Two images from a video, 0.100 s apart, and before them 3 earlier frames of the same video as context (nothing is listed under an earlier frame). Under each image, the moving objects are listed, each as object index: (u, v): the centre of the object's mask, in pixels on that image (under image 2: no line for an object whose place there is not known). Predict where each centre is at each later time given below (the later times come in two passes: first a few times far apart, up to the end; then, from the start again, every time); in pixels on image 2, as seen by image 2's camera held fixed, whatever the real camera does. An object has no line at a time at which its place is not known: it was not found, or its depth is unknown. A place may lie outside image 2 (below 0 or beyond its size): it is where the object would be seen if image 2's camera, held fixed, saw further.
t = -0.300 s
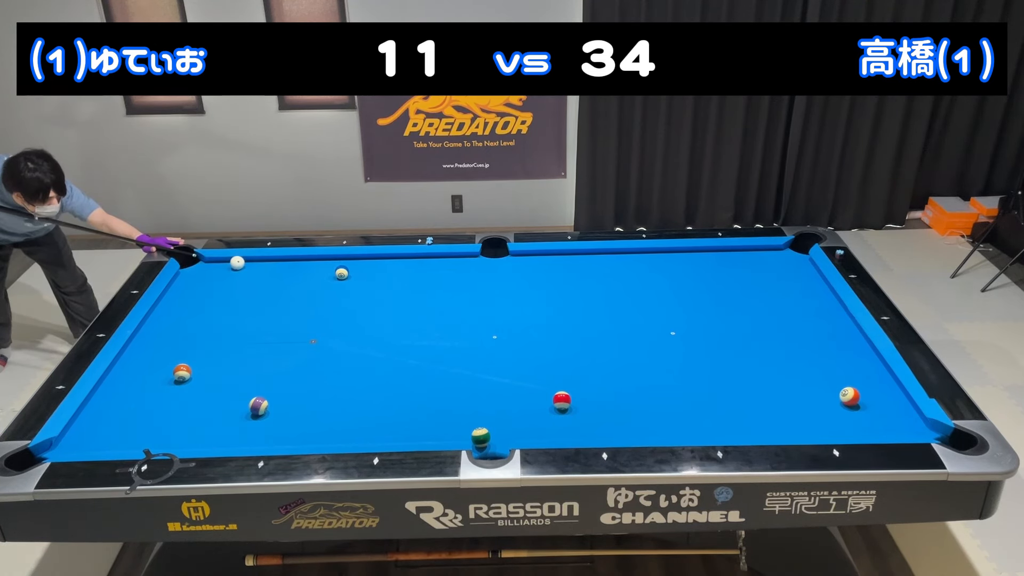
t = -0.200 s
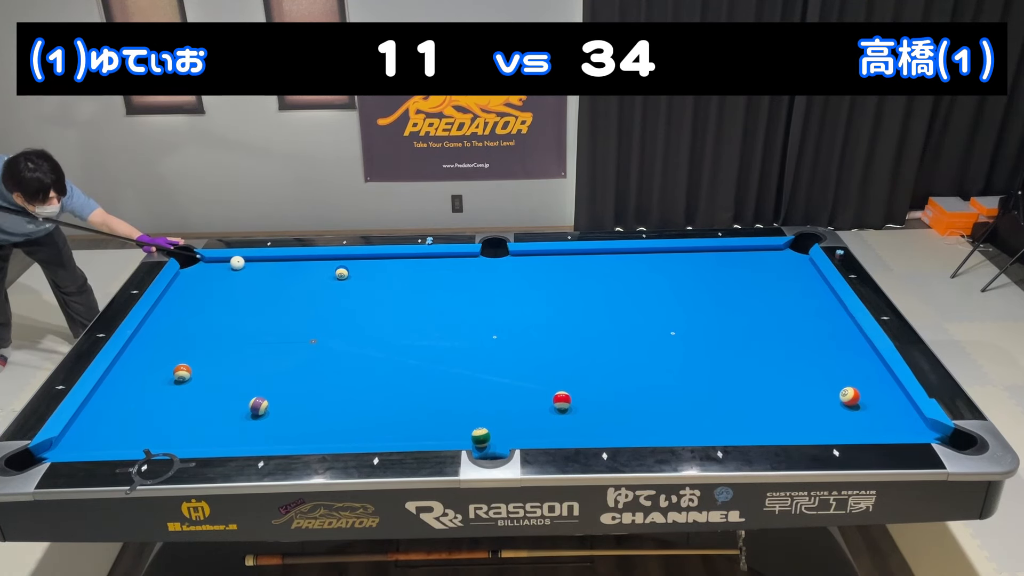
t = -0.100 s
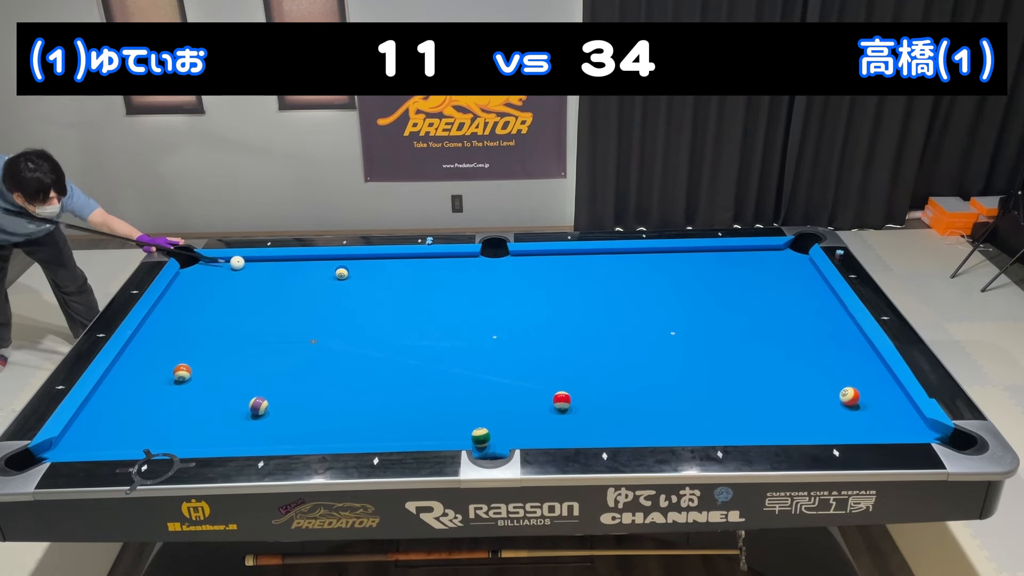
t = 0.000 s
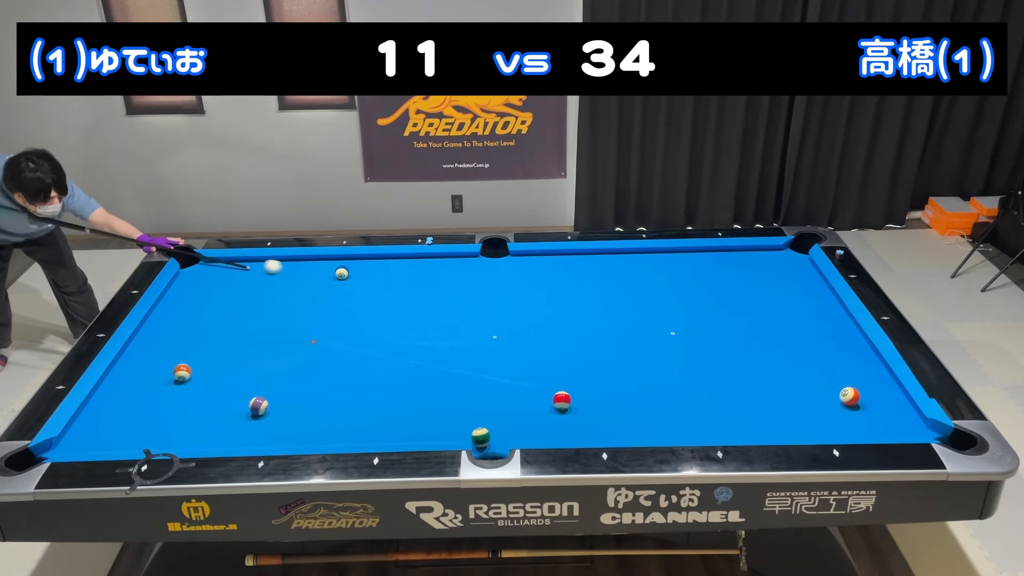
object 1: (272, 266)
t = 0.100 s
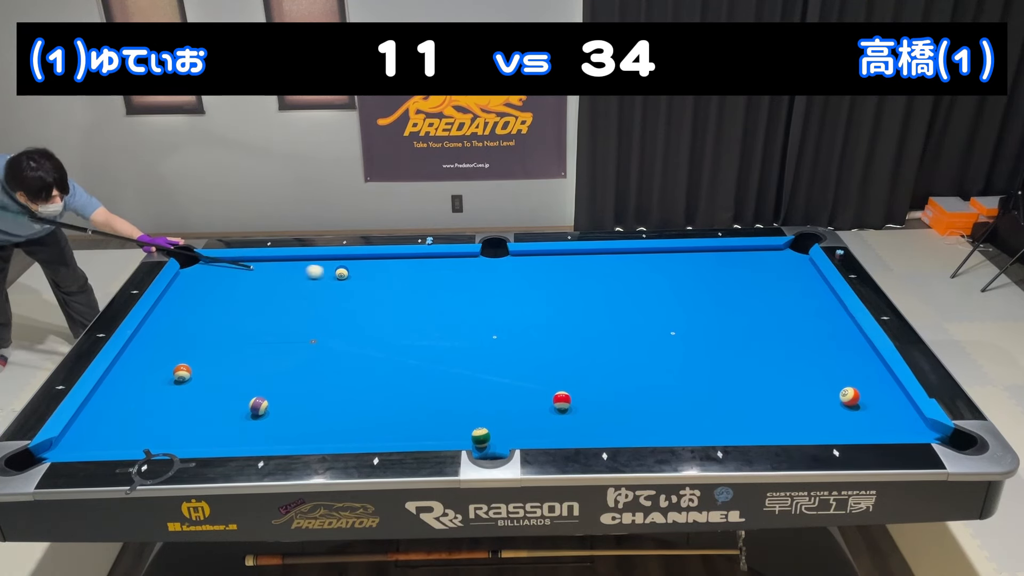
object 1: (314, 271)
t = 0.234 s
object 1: (328, 279)
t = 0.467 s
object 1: (329, 291)
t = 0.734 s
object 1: (332, 306)
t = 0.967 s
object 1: (333, 319)
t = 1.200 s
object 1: (335, 332)
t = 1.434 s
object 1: (337, 345)
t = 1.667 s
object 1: (338, 358)
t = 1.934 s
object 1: (340, 373)
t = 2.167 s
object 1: (342, 387)
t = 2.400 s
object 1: (343, 399)
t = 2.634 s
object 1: (344, 412)
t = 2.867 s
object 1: (344, 425)
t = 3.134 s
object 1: (344, 436)
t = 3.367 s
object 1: (348, 434)
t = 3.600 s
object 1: (351, 429)
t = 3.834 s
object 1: (354, 423)
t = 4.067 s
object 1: (356, 418)
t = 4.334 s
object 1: (358, 414)
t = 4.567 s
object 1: (359, 410)
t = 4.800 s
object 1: (360, 408)
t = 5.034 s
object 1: (360, 406)
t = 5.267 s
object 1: (360, 405)
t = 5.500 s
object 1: (361, 405)
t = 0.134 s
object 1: (327, 273)
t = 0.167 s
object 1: (327, 275)
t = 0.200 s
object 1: (327, 277)
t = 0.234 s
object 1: (328, 279)
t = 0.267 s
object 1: (328, 280)
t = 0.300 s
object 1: (328, 282)
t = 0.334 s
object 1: (329, 284)
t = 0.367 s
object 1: (329, 286)
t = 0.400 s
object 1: (329, 287)
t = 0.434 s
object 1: (329, 289)
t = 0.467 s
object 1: (329, 291)
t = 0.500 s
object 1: (330, 293)
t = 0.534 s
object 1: (330, 295)
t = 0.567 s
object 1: (330, 297)
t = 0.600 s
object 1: (330, 299)
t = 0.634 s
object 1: (331, 301)
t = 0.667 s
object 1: (331, 302)
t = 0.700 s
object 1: (331, 304)
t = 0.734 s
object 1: (332, 306)
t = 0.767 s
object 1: (332, 308)
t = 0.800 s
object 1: (332, 310)
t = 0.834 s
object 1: (332, 312)
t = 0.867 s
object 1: (333, 314)
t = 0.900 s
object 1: (333, 315)
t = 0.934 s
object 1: (333, 317)
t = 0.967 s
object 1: (333, 319)
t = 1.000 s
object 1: (334, 321)
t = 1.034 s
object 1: (334, 323)
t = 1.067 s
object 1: (334, 325)
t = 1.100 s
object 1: (334, 326)
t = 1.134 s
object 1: (335, 328)
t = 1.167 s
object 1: (335, 330)
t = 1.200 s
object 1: (335, 332)
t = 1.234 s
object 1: (335, 334)
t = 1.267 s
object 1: (335, 336)
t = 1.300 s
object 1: (336, 338)
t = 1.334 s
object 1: (336, 340)
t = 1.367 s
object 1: (336, 341)
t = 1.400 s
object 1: (336, 343)
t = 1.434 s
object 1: (337, 345)
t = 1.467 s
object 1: (337, 347)
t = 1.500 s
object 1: (337, 349)
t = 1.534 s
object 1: (338, 351)
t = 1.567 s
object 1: (338, 353)
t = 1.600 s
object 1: (338, 355)
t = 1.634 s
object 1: (338, 356)
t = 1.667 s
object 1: (338, 358)
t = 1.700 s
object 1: (339, 360)
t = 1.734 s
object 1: (339, 362)
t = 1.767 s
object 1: (339, 364)
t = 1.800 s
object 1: (339, 366)
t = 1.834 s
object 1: (340, 368)
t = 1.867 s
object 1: (340, 370)
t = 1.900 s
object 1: (340, 371)
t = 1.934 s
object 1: (340, 373)
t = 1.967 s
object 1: (340, 375)
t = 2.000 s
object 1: (341, 377)
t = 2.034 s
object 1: (341, 379)
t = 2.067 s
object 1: (341, 381)
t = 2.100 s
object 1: (341, 383)
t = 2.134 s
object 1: (341, 385)
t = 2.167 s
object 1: (342, 387)
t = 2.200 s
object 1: (342, 388)
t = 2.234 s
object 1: (342, 390)
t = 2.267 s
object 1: (342, 392)
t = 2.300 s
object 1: (343, 394)
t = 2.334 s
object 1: (343, 396)
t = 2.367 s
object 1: (343, 398)
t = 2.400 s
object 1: (343, 399)
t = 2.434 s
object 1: (343, 401)
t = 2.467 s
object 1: (343, 403)
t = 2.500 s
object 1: (344, 405)
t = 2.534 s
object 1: (343, 407)
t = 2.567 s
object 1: (344, 409)
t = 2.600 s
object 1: (344, 411)
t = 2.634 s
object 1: (344, 412)
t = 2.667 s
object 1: (344, 414)
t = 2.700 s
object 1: (344, 416)
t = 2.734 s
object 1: (344, 418)
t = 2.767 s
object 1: (344, 420)
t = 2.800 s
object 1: (344, 421)
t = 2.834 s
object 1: (344, 423)
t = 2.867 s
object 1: (344, 425)
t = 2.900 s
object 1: (344, 427)
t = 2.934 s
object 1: (344, 429)
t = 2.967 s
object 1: (344, 430)
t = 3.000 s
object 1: (344, 432)
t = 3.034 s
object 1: (344, 433)
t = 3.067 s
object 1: (344, 434)
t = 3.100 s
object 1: (344, 435)
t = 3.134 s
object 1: (344, 436)
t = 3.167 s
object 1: (344, 437)
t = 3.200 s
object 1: (345, 437)
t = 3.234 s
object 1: (345, 437)
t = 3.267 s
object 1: (346, 436)
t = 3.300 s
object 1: (347, 436)
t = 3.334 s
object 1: (347, 435)
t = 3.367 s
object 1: (348, 434)
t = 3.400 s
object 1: (348, 434)
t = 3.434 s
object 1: (349, 433)
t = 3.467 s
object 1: (349, 432)
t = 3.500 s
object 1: (350, 431)
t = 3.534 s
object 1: (350, 430)
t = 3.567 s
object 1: (351, 430)
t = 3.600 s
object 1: (351, 429)
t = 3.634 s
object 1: (352, 428)
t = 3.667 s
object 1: (352, 427)
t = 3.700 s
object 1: (353, 426)
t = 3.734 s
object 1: (353, 425)
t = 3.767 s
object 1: (354, 425)
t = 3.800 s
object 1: (354, 424)
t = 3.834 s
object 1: (354, 423)
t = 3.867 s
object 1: (355, 422)
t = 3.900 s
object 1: (355, 421)
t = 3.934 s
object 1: (355, 421)
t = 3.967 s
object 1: (356, 420)
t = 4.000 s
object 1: (356, 419)
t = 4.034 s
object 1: (356, 419)
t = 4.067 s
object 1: (356, 418)
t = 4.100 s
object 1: (357, 418)
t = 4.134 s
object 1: (357, 417)
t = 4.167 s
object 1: (357, 416)
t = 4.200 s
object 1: (357, 416)
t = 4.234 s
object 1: (358, 415)
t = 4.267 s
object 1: (358, 415)
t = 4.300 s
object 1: (358, 414)
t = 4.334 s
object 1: (358, 414)
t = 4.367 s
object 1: (358, 413)
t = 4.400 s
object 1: (359, 413)
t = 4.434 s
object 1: (359, 412)
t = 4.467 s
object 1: (359, 412)
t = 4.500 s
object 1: (359, 411)
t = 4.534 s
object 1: (359, 411)
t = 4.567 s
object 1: (359, 410)
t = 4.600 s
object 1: (359, 410)
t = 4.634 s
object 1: (360, 410)
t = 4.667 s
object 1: (360, 409)
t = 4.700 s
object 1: (360, 409)
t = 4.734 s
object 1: (360, 409)
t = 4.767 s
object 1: (360, 408)
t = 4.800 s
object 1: (360, 408)
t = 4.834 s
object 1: (360, 408)
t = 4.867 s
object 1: (360, 407)
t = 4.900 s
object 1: (360, 407)
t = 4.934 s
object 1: (360, 407)
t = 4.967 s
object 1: (360, 406)
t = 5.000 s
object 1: (360, 406)
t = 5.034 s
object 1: (360, 406)
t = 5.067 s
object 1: (360, 406)
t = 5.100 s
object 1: (360, 406)
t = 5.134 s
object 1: (360, 406)
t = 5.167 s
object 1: (360, 405)
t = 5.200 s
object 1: (360, 405)
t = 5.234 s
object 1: (360, 405)
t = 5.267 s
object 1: (360, 405)
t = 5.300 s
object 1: (360, 405)
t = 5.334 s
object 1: (360, 405)
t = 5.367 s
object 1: (360, 405)
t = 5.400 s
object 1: (360, 405)
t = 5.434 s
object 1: (360, 405)
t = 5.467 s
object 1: (361, 405)
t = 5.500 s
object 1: (361, 405)
